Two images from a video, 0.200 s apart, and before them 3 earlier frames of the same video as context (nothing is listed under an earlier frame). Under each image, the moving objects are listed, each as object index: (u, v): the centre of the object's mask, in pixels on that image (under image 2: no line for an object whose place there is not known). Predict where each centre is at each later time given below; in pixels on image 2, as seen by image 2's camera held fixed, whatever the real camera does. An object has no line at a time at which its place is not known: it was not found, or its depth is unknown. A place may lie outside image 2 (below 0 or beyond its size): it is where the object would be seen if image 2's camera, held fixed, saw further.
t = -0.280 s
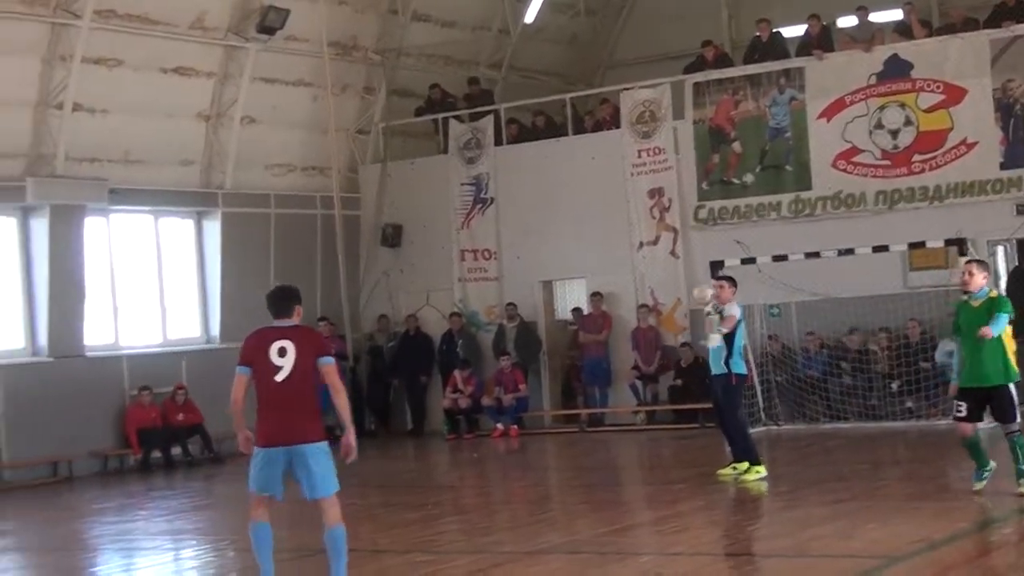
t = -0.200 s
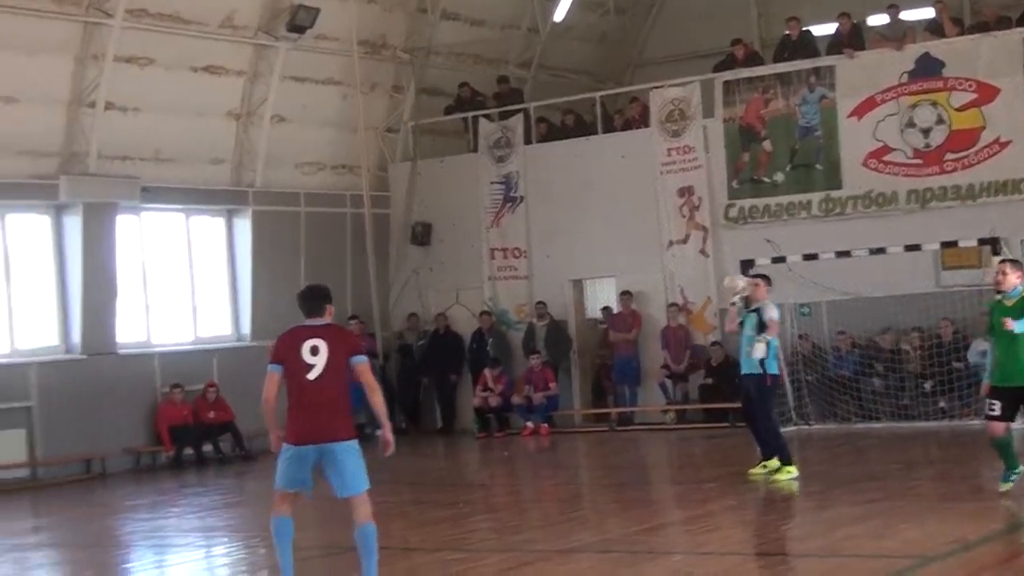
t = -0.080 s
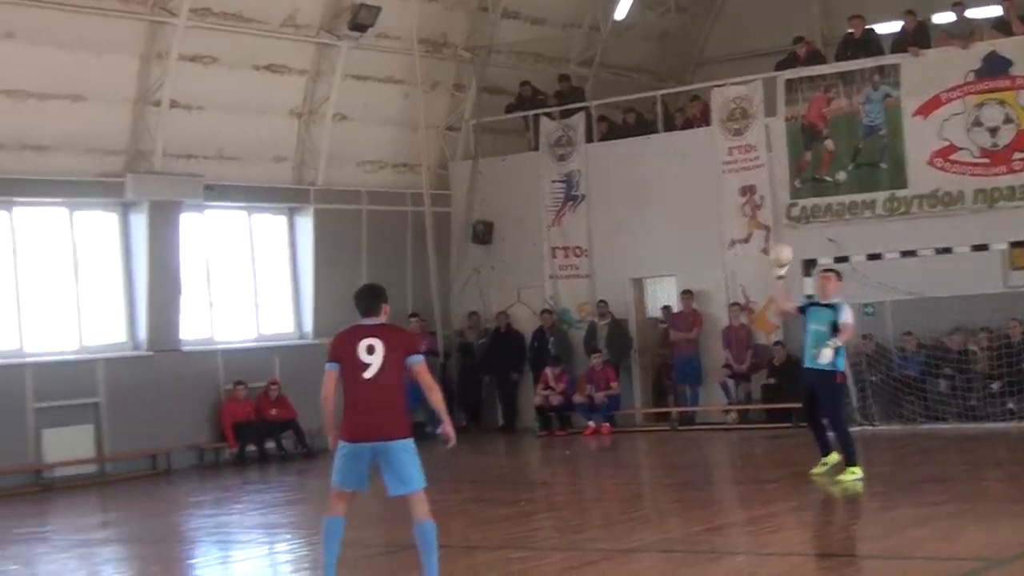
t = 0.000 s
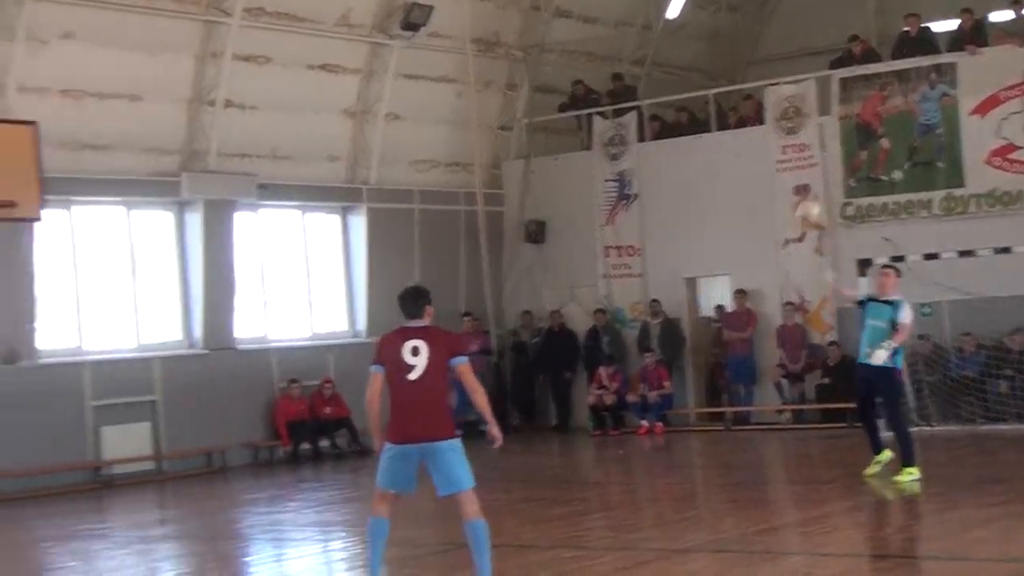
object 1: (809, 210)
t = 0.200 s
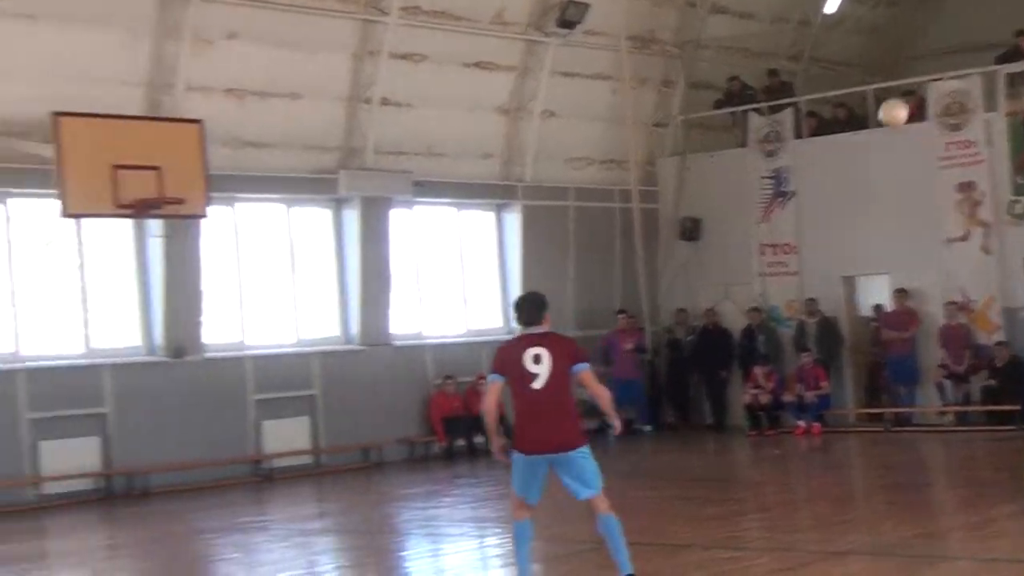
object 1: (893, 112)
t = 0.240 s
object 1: (875, 98)
